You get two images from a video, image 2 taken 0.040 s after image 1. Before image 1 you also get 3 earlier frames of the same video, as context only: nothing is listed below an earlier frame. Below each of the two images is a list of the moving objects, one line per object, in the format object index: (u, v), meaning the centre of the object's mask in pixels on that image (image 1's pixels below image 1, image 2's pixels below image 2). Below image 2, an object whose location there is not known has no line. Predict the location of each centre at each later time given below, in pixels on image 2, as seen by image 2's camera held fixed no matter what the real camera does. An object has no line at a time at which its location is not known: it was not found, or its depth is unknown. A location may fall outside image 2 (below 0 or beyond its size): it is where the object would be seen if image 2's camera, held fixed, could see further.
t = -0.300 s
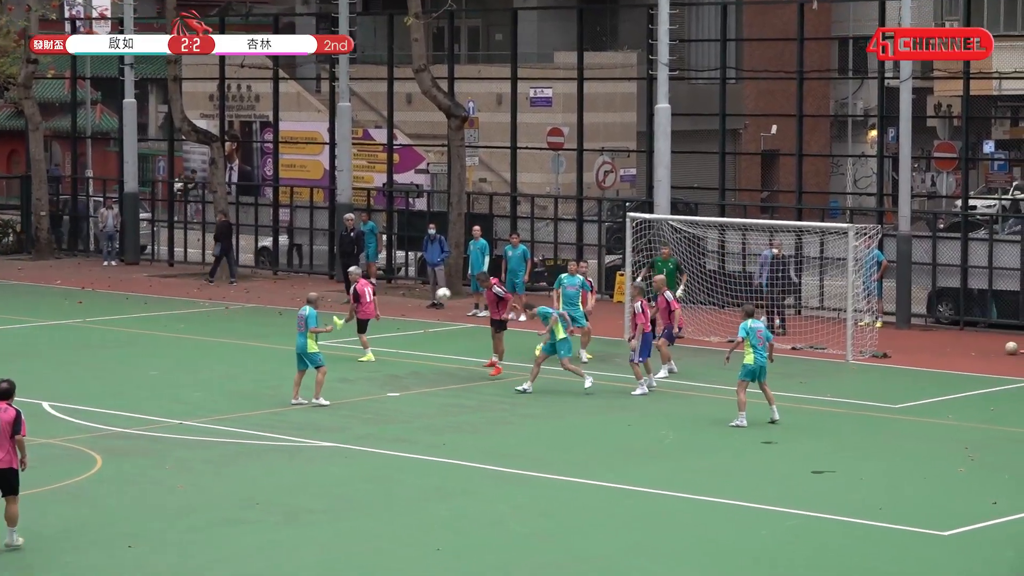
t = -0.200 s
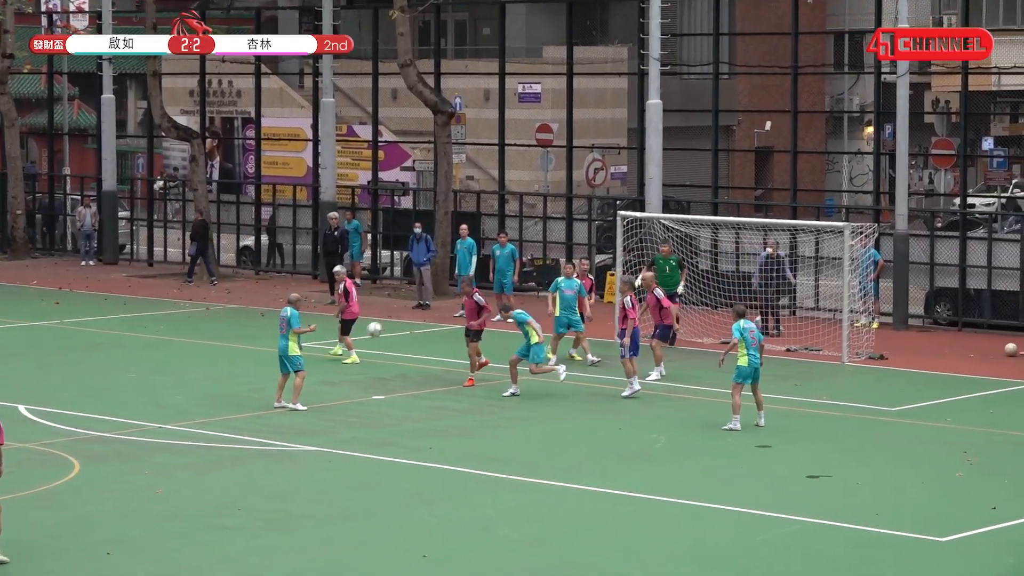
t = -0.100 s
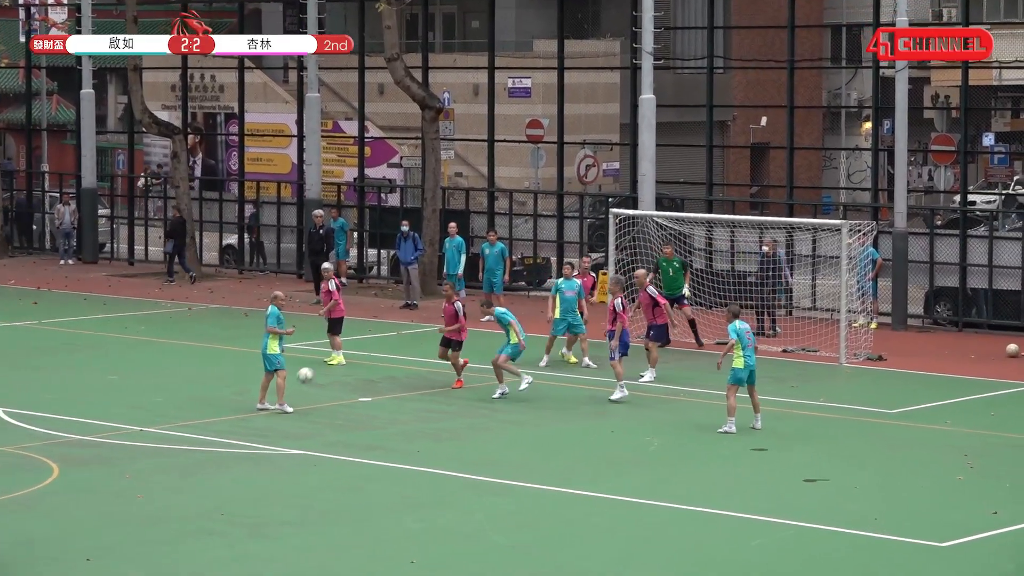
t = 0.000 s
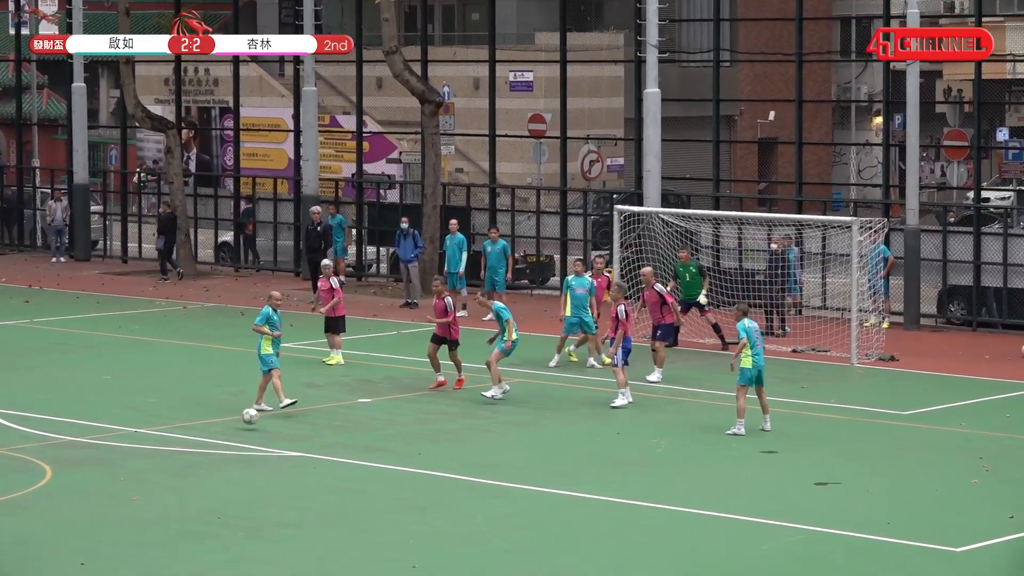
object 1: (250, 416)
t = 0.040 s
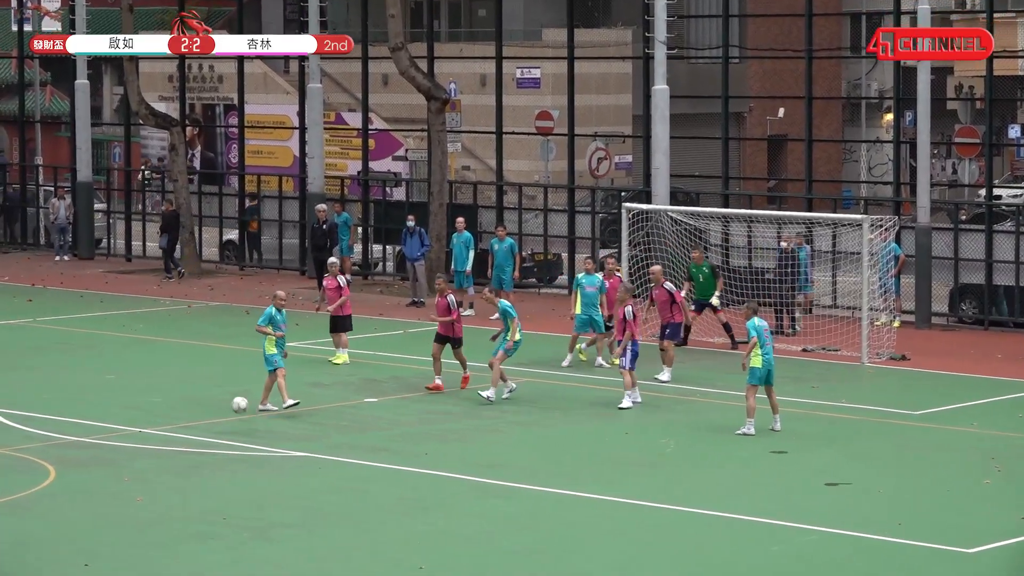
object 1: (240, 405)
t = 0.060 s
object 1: (232, 400)
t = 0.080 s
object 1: (223, 395)
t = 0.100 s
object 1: (215, 391)
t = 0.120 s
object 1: (206, 387)
